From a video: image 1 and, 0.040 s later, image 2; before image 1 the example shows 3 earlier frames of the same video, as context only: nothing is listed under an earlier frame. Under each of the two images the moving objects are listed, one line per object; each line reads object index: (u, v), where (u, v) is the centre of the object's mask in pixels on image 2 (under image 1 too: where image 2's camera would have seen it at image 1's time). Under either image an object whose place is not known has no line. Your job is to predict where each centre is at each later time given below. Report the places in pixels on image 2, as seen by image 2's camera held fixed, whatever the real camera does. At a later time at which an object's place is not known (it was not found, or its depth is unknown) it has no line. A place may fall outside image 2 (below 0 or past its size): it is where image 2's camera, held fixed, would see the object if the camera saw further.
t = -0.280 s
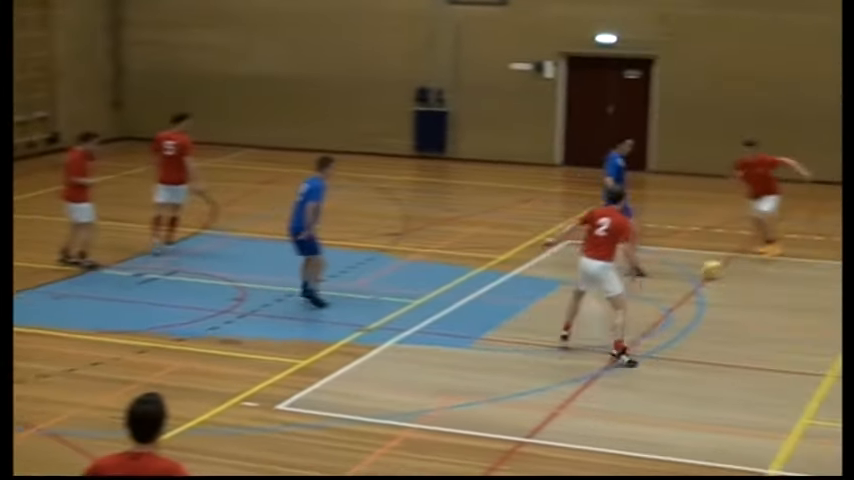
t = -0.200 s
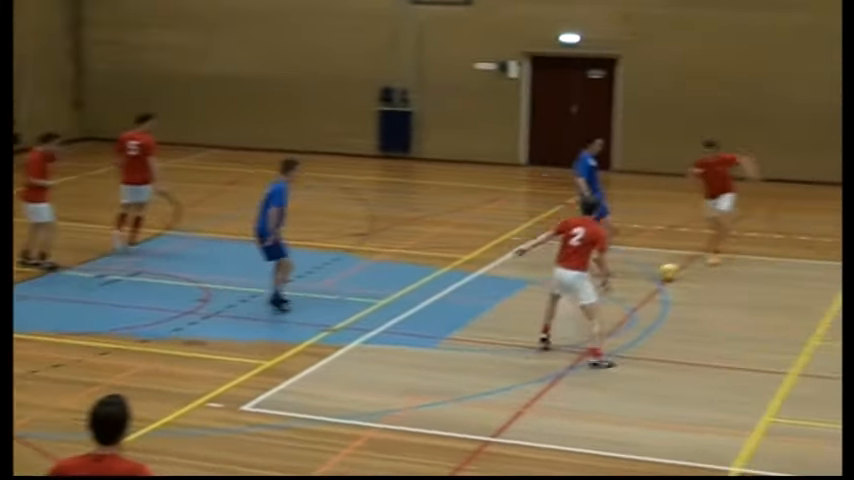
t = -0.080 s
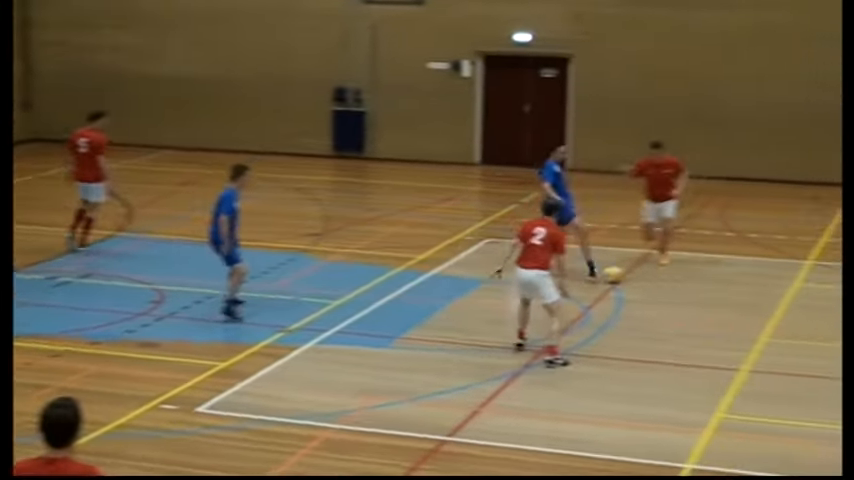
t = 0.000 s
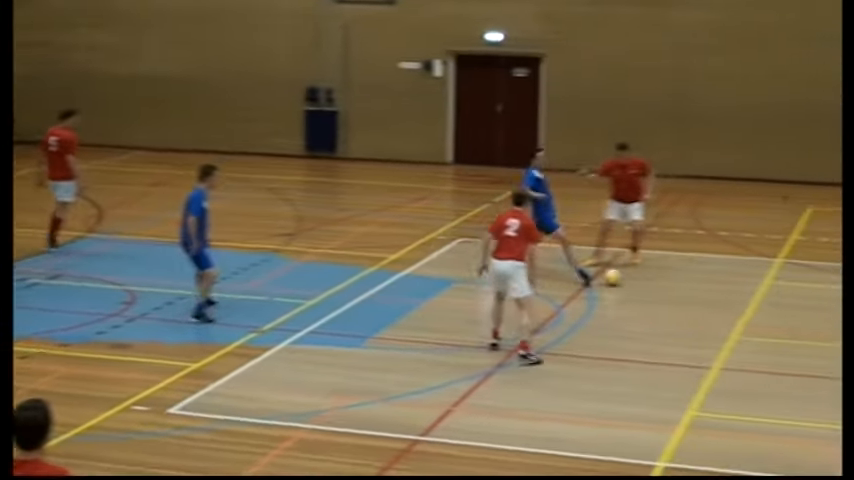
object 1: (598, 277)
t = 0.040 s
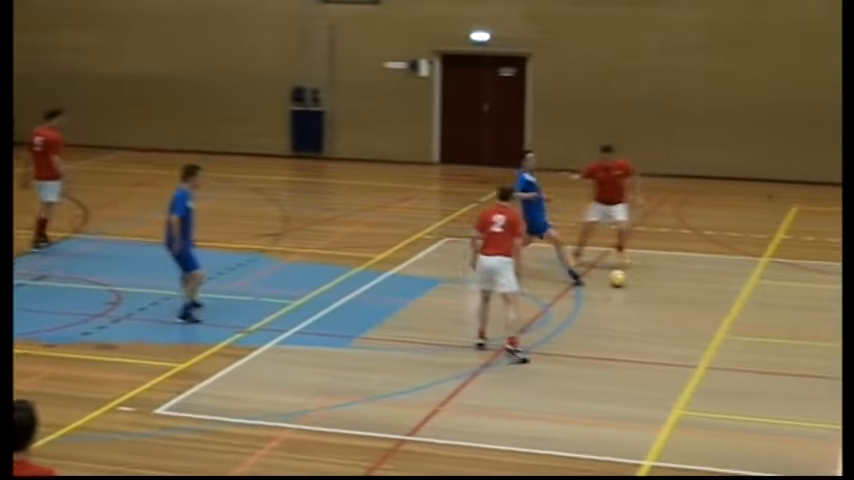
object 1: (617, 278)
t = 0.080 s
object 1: (637, 280)
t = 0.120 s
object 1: (653, 282)
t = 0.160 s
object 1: (671, 284)
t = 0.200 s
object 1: (688, 285)
